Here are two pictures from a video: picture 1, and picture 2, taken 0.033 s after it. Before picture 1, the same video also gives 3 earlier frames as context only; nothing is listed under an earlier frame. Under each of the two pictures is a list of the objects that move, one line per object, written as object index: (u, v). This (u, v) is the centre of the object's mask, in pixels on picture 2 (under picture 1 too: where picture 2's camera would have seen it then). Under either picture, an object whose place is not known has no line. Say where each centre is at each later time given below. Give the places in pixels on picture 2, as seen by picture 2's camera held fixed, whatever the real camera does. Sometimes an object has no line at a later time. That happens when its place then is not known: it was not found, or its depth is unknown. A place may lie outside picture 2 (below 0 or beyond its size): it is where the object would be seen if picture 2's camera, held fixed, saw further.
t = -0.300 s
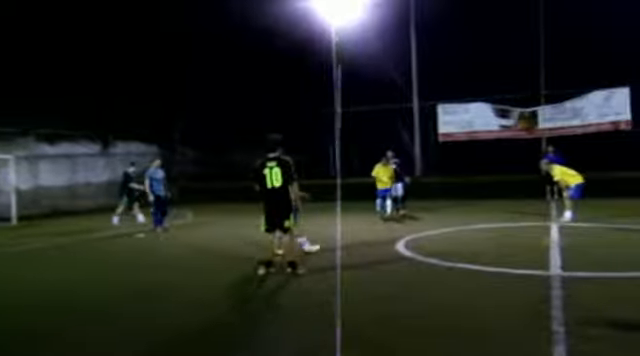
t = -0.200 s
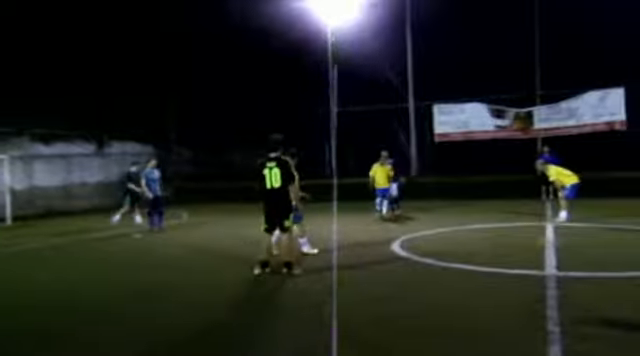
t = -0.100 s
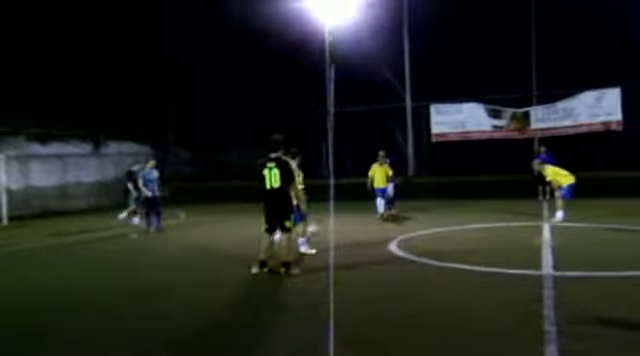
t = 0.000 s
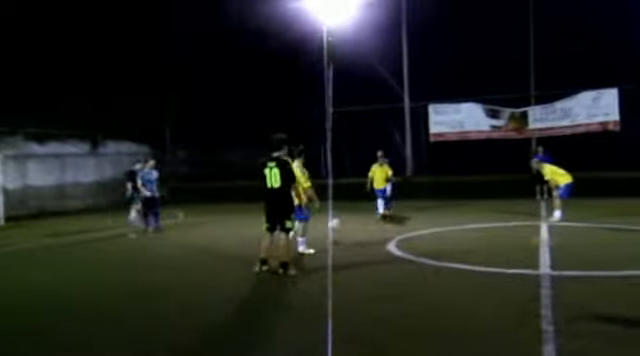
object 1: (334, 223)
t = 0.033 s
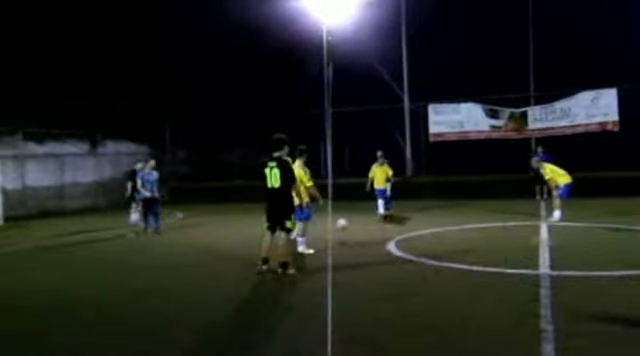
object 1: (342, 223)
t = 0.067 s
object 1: (348, 224)
